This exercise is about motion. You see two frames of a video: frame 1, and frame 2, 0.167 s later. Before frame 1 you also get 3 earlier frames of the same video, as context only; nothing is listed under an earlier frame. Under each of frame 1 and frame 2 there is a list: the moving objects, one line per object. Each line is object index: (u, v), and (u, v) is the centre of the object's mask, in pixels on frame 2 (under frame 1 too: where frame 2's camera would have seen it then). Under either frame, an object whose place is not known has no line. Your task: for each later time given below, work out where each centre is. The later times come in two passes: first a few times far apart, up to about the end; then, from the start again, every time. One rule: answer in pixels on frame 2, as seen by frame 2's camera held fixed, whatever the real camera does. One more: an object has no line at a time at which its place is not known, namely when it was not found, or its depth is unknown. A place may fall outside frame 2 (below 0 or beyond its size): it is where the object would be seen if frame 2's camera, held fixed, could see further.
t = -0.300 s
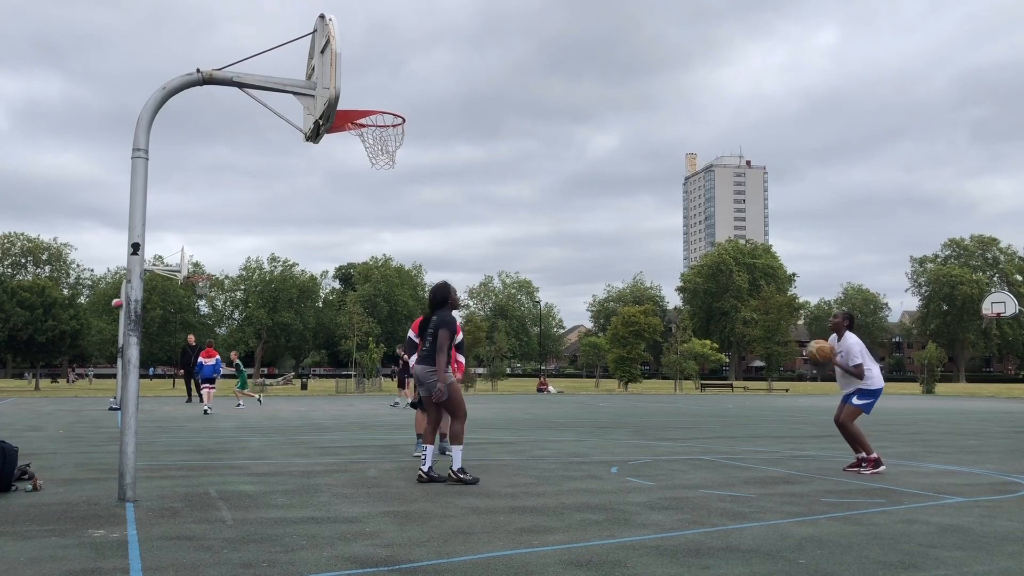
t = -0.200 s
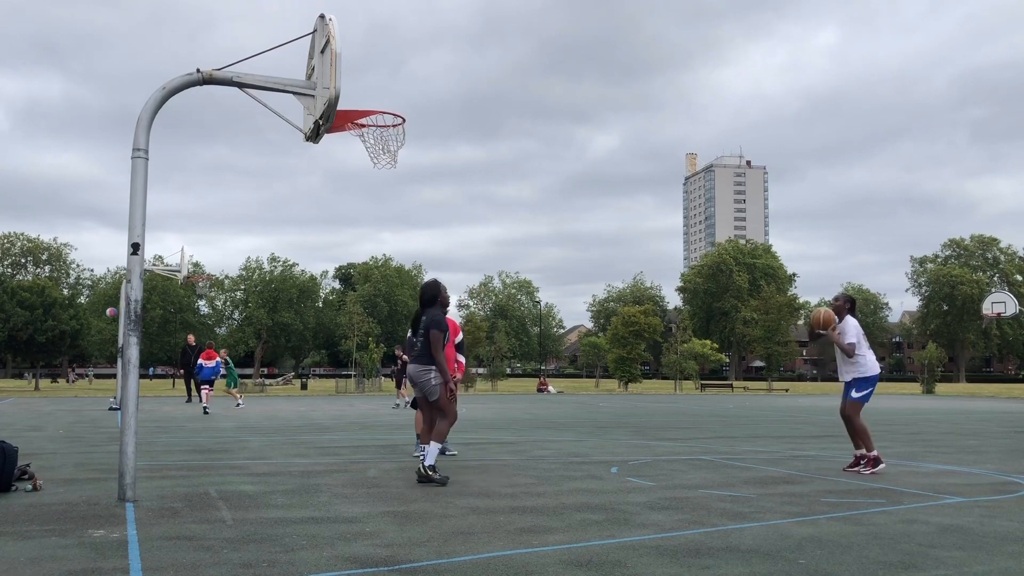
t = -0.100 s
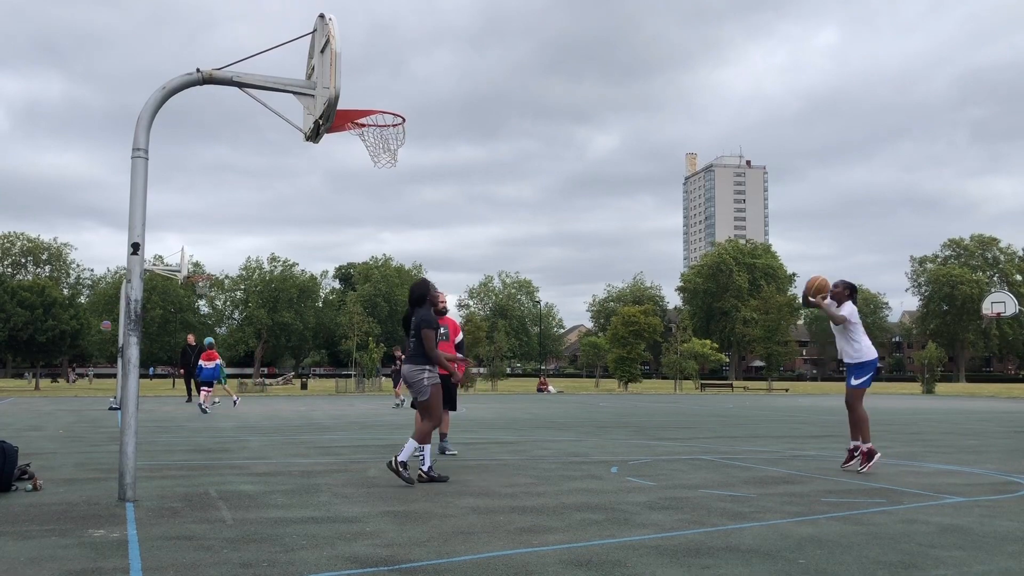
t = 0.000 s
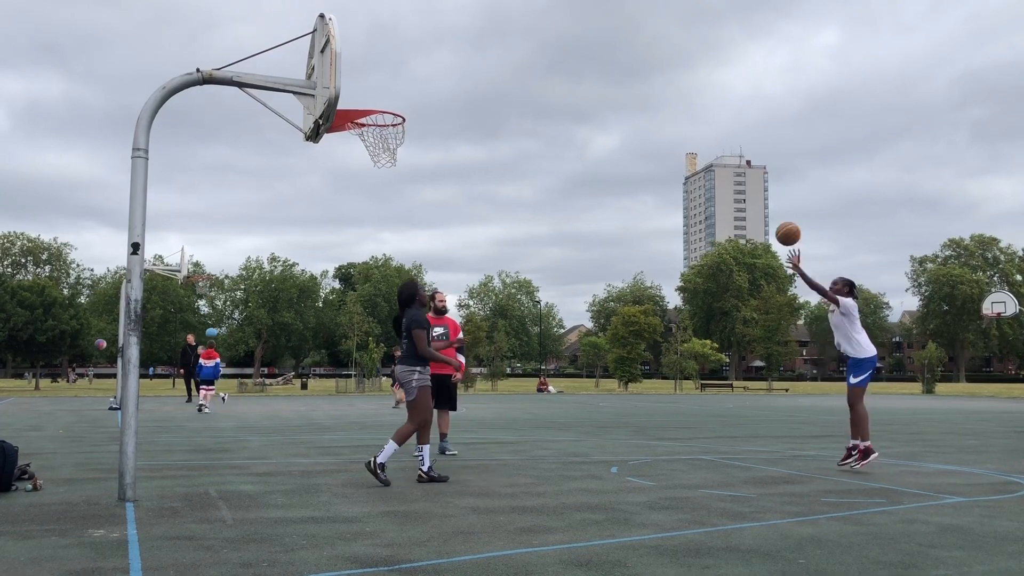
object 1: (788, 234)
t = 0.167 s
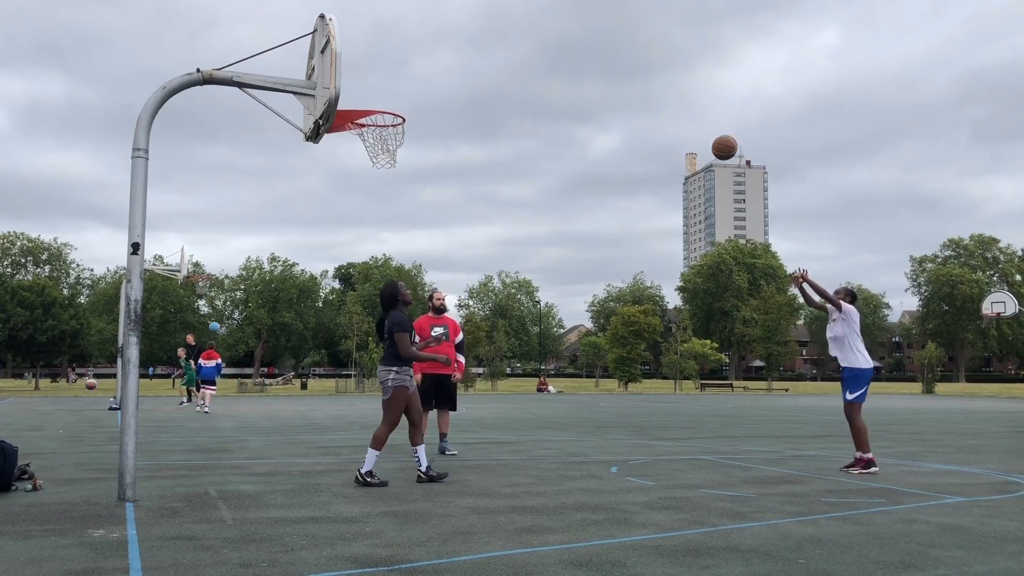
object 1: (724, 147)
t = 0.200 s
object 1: (712, 133)
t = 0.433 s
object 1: (619, 57)
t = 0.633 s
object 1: (535, 34)
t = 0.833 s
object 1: (444, 58)
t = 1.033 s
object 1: (368, 129)
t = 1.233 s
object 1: (386, 167)
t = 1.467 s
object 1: (412, 212)
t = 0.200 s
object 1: (712, 133)
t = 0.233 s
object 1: (699, 119)
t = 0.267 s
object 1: (686, 106)
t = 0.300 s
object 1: (673, 95)
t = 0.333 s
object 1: (660, 84)
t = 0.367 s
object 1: (646, 74)
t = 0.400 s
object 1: (633, 65)
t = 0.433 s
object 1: (619, 57)
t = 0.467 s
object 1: (605, 51)
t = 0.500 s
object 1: (591, 45)
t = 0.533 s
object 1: (577, 40)
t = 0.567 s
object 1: (563, 37)
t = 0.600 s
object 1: (549, 35)
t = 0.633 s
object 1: (535, 34)
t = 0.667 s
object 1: (520, 35)
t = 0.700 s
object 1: (505, 36)
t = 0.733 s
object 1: (490, 39)
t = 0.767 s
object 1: (475, 44)
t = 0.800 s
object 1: (460, 50)
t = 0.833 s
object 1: (444, 58)
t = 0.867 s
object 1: (428, 66)
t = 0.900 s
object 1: (412, 77)
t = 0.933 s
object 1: (395, 88)
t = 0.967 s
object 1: (378, 99)
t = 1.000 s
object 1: (366, 117)
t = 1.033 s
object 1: (368, 129)
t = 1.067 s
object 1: (370, 139)
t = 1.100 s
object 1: (372, 151)
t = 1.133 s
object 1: (375, 161)
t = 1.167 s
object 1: (378, 166)
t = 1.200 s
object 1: (382, 166)
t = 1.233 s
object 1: (386, 167)
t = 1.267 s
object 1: (389, 170)
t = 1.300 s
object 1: (393, 173)
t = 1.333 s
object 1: (397, 178)
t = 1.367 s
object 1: (401, 184)
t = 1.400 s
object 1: (405, 192)
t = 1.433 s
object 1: (408, 201)
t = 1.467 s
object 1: (412, 212)
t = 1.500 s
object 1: (416, 224)
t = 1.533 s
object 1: (420, 238)
